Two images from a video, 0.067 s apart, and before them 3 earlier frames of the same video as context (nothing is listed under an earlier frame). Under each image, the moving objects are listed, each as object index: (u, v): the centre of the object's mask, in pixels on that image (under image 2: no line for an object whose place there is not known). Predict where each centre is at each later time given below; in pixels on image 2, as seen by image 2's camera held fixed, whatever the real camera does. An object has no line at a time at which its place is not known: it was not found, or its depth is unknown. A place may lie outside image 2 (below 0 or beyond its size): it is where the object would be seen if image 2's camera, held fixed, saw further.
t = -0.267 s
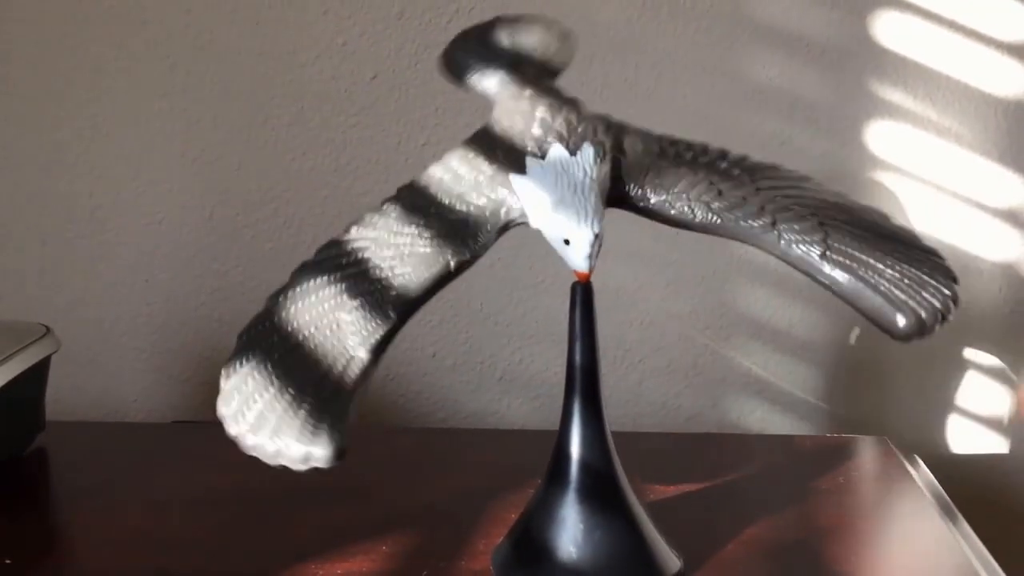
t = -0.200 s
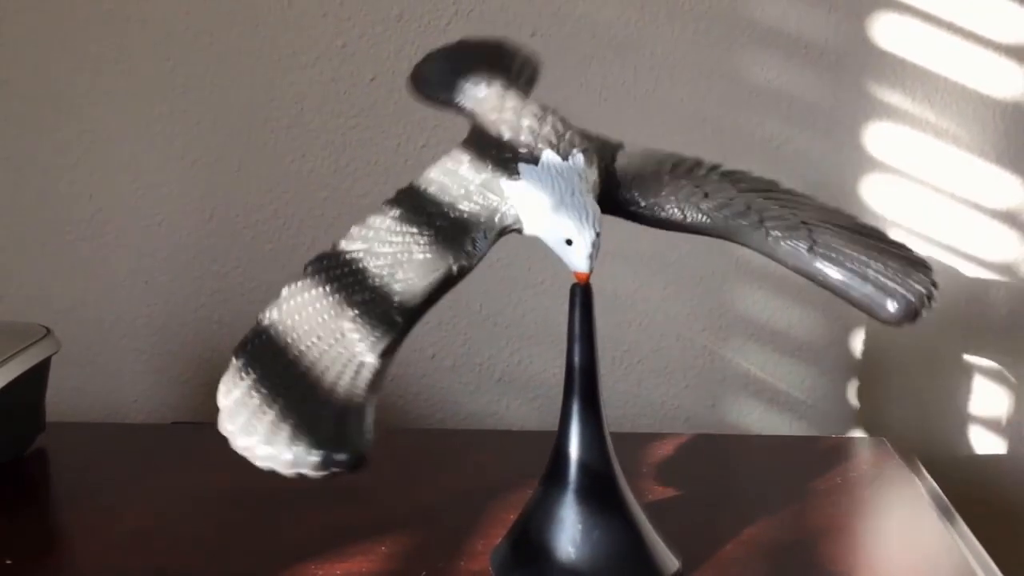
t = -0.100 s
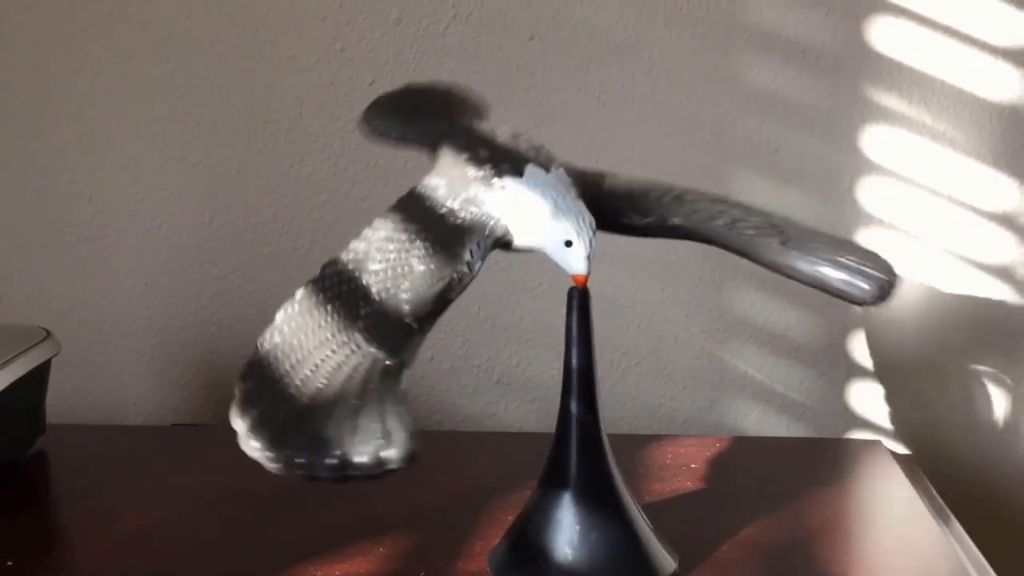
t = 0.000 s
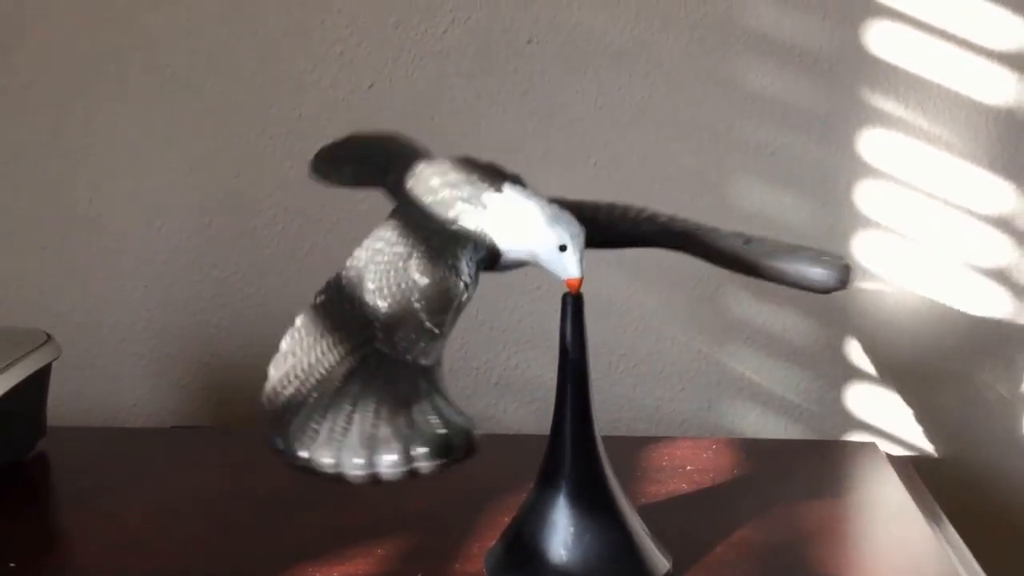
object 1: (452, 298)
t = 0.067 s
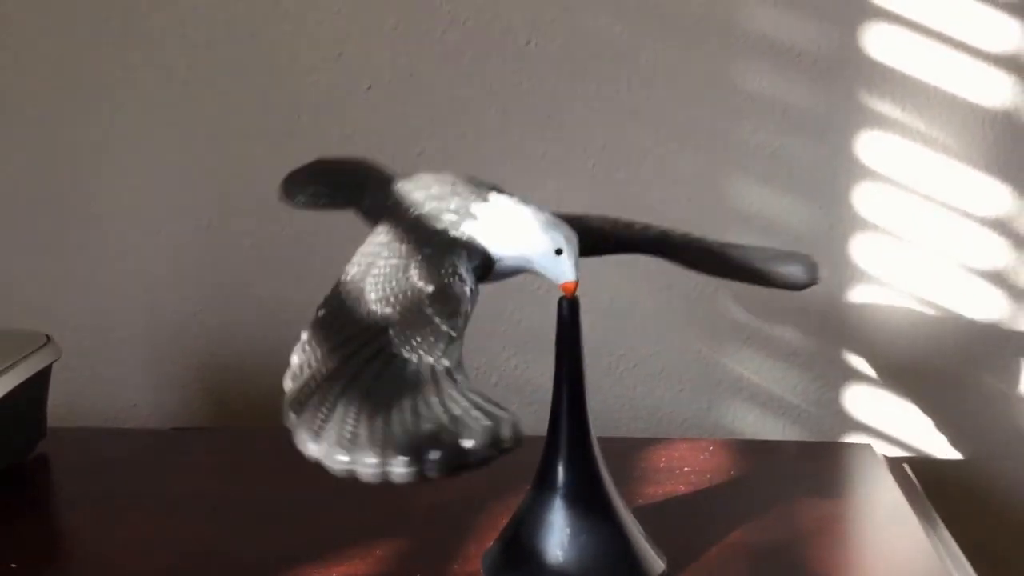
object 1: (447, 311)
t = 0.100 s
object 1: (449, 314)
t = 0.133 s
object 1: (451, 316)
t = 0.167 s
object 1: (455, 315)
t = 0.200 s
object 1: (459, 315)
